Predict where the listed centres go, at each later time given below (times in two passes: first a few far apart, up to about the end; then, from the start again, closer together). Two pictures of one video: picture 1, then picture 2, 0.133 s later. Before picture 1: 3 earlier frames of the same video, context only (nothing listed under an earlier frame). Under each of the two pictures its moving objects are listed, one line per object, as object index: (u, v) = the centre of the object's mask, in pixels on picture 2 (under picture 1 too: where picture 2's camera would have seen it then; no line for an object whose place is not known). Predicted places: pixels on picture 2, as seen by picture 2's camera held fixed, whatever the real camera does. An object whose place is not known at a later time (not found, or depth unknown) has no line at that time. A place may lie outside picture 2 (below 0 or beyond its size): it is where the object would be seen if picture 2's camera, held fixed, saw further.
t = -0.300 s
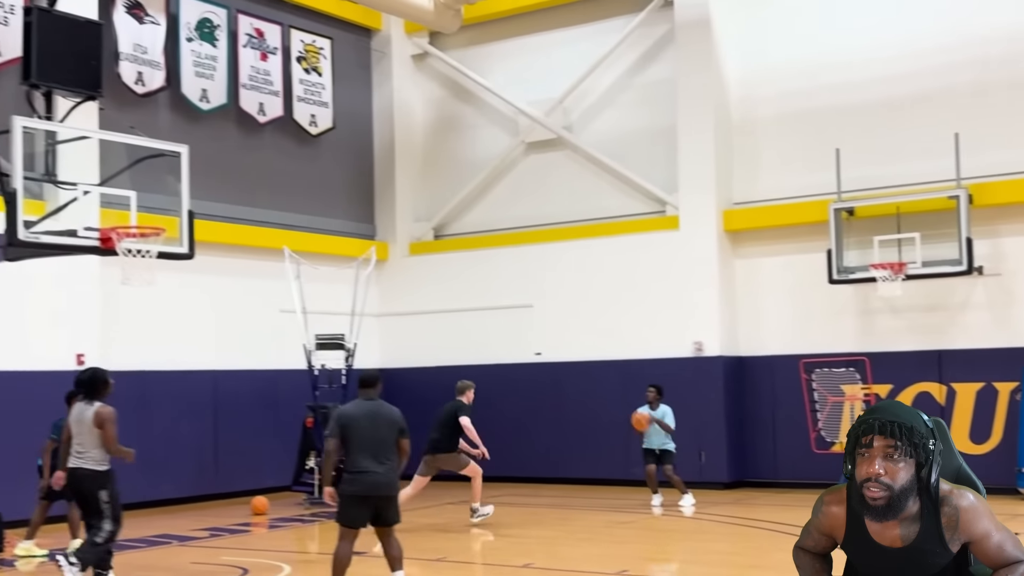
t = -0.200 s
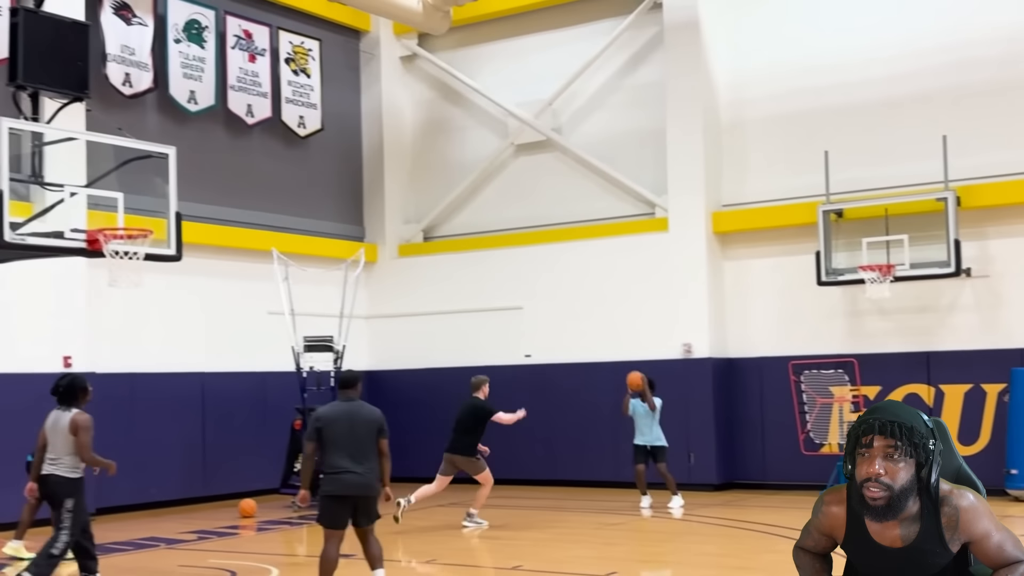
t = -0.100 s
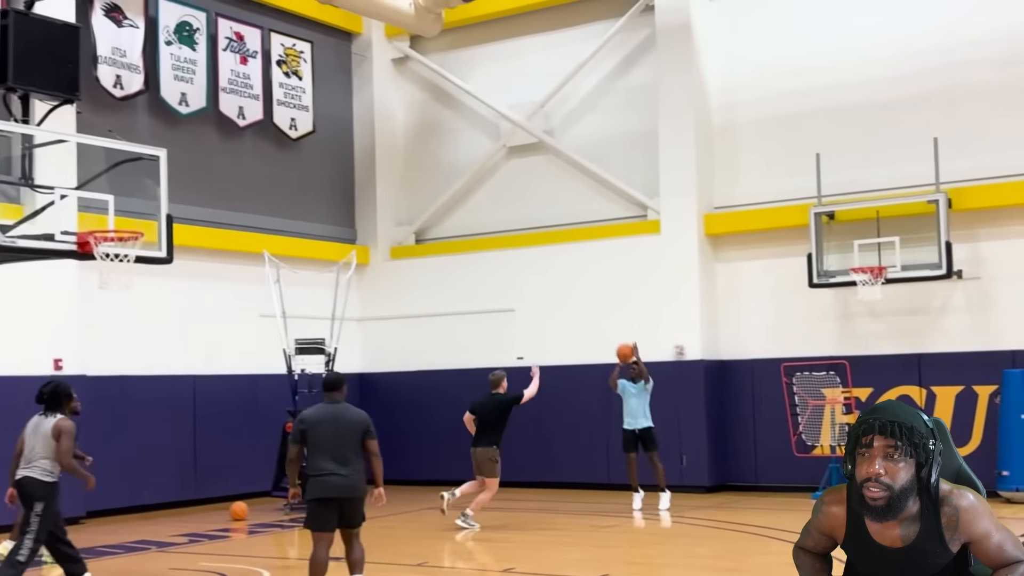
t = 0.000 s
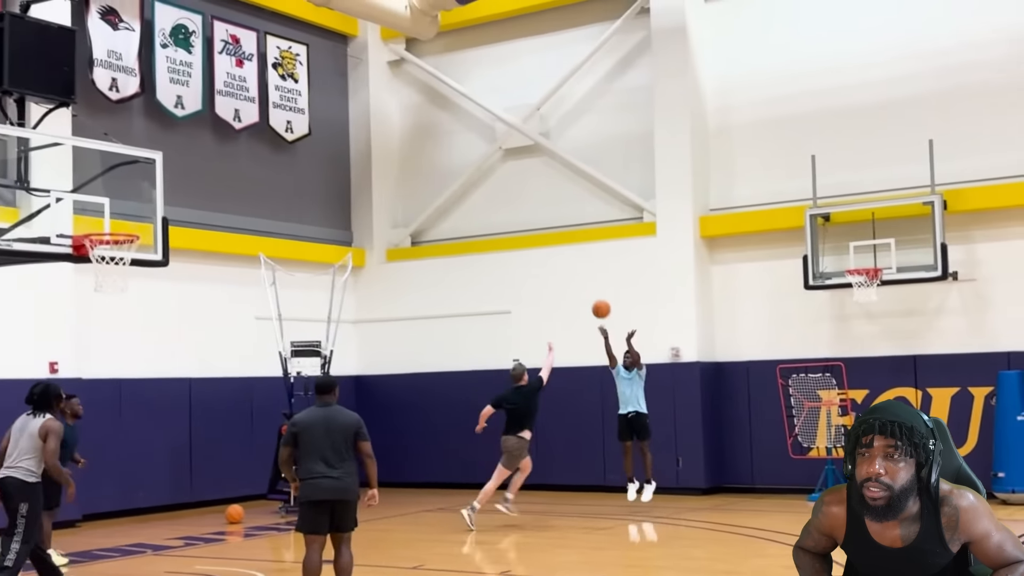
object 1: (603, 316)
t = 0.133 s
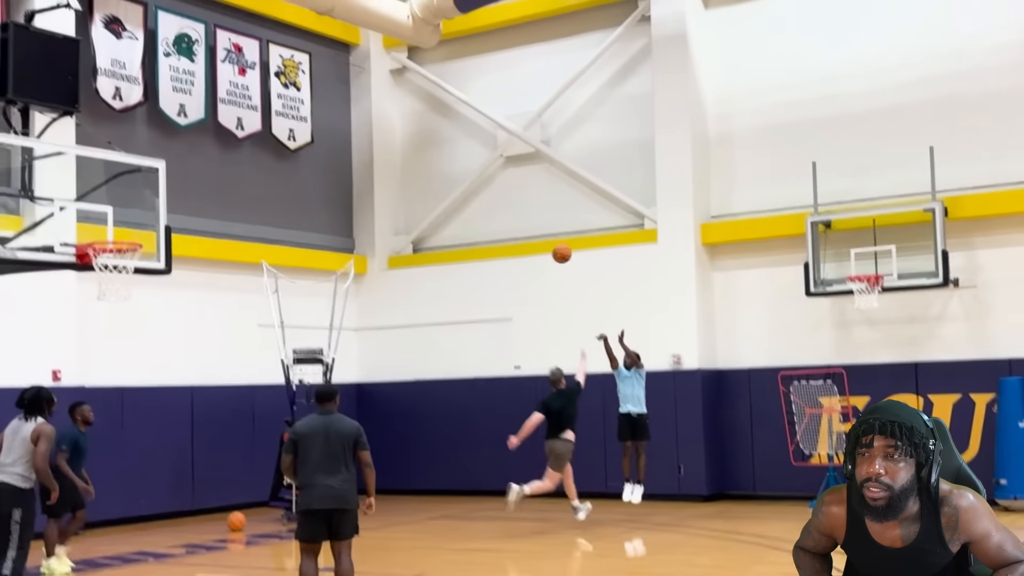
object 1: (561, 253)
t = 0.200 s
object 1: (540, 226)
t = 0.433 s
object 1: (462, 154)
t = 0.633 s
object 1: (390, 123)
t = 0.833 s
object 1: (310, 127)
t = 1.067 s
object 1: (204, 182)
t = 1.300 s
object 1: (133, 194)
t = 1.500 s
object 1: (108, 155)
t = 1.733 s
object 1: (76, 165)
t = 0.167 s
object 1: (551, 239)
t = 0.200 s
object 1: (540, 226)
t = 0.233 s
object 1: (530, 214)
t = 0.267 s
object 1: (519, 202)
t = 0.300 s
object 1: (508, 191)
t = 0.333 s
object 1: (497, 180)
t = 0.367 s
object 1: (485, 170)
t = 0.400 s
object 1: (474, 162)
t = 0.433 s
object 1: (462, 154)
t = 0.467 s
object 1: (451, 147)
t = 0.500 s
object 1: (439, 140)
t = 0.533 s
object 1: (427, 135)
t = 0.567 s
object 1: (415, 130)
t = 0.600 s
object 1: (402, 126)
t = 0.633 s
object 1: (390, 123)
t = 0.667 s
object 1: (377, 121)
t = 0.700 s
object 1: (364, 121)
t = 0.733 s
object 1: (351, 120)
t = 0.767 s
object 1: (337, 121)
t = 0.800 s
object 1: (323, 124)
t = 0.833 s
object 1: (310, 127)
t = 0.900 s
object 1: (280, 137)
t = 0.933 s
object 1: (265, 143)
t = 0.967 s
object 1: (251, 151)
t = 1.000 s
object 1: (235, 160)
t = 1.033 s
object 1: (220, 170)
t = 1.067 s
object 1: (204, 182)
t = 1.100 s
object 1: (188, 196)
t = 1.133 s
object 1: (171, 211)
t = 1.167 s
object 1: (153, 227)
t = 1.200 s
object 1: (145, 229)
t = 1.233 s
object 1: (141, 216)
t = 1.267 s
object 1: (137, 204)
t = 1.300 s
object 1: (133, 194)
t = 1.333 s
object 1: (129, 184)
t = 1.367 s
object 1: (124, 175)
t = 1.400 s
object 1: (120, 169)
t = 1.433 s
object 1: (116, 163)
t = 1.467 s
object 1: (112, 158)
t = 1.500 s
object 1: (108, 155)
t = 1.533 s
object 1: (103, 152)
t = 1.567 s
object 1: (99, 151)
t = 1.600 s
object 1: (95, 151)
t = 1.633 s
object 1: (90, 153)
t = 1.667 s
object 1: (86, 155)
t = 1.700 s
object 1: (81, 160)
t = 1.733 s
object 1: (76, 165)
